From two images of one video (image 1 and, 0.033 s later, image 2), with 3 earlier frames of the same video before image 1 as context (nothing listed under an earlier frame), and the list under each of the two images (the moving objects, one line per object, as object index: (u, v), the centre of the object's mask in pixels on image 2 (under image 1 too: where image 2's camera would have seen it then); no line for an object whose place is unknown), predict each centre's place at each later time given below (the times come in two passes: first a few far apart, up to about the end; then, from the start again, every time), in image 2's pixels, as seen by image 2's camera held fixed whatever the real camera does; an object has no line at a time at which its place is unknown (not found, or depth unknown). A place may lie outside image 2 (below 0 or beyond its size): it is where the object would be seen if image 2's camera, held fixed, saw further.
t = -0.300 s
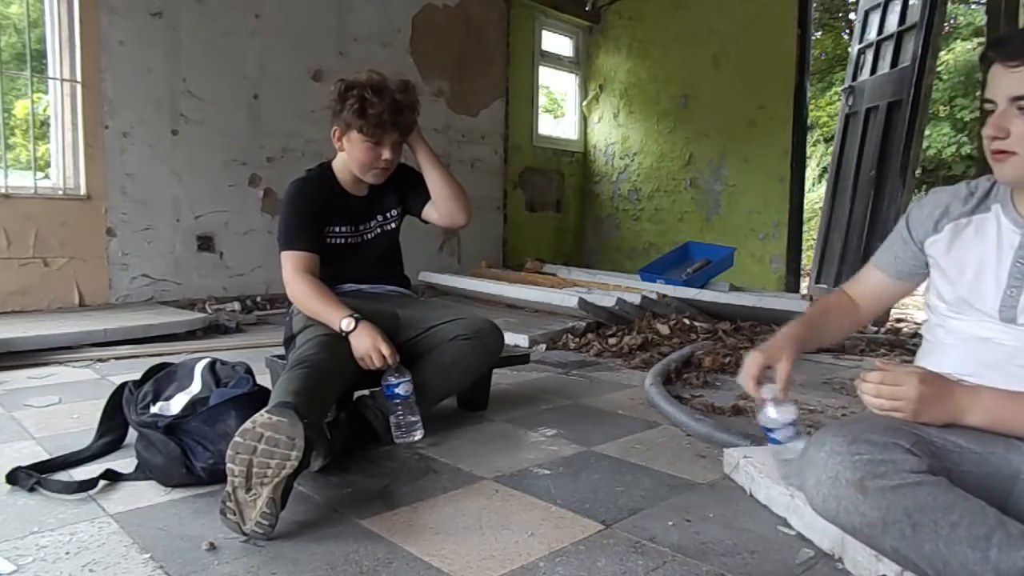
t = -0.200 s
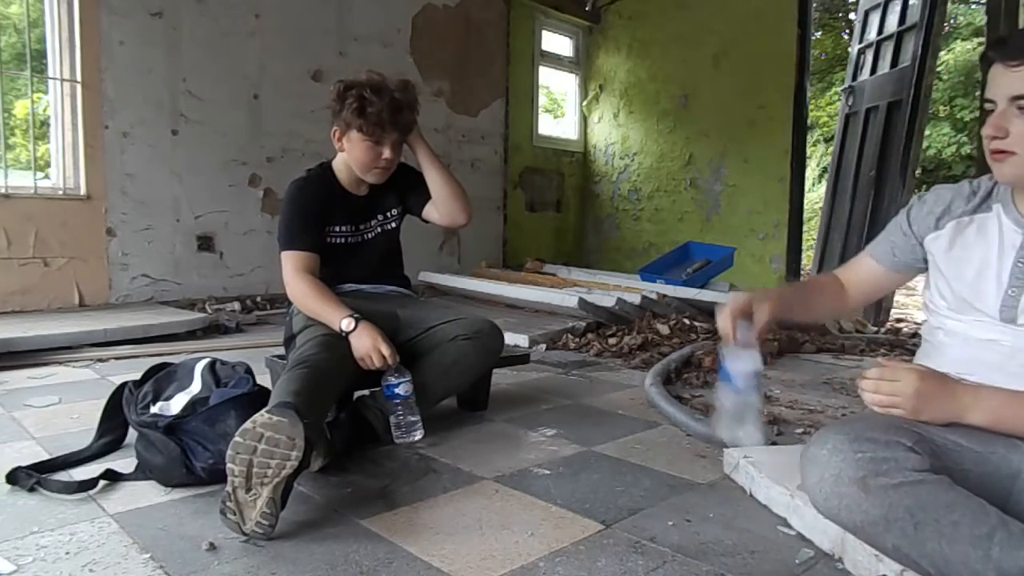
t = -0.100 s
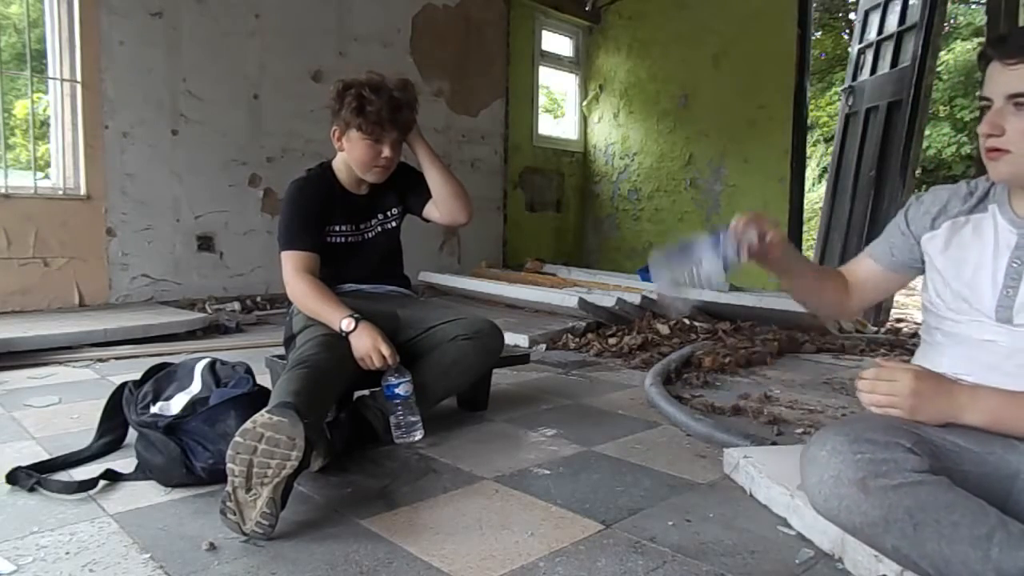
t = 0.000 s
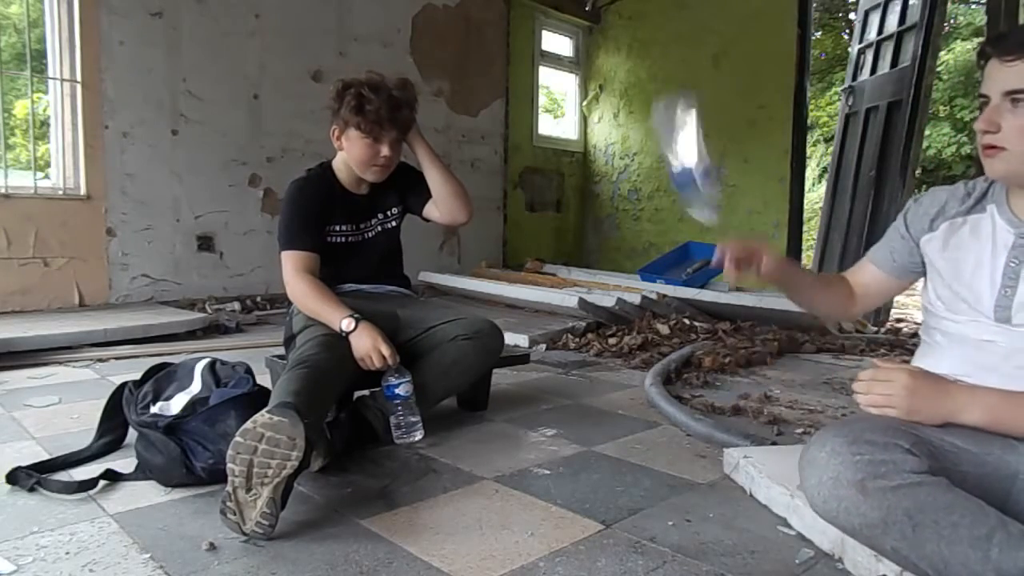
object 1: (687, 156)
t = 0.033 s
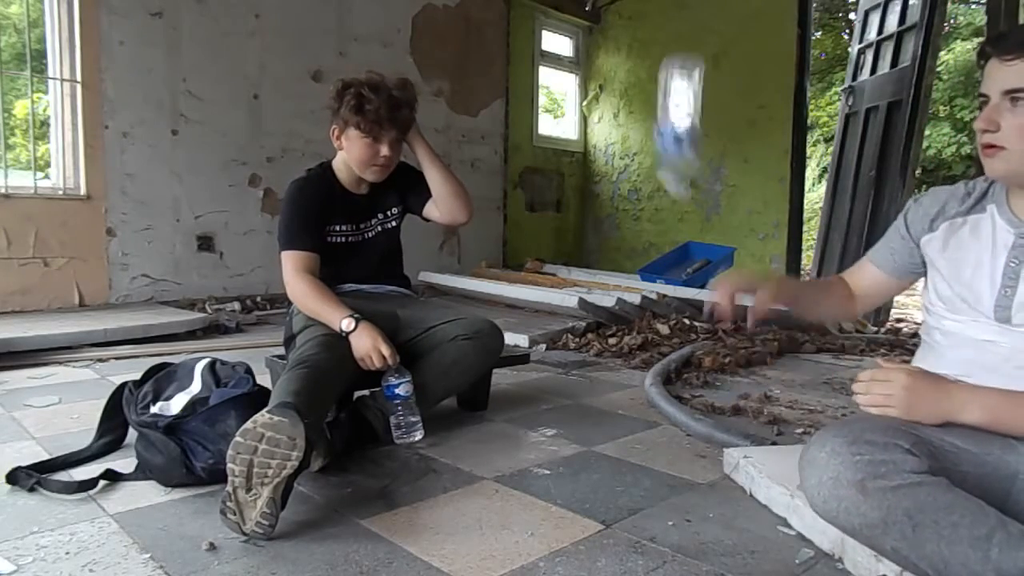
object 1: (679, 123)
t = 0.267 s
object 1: (666, 72)
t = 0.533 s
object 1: (643, 469)
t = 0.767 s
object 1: (595, 544)
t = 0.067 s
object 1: (675, 88)
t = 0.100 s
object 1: (672, 64)
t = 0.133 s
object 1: (671, 49)
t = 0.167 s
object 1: (670, 43)
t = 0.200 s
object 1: (669, 45)
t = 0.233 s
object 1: (668, 55)
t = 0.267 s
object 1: (666, 72)
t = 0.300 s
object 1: (664, 97)
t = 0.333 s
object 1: (661, 129)
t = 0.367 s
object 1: (657, 169)
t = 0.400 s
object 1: (655, 217)
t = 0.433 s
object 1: (652, 267)
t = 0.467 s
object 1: (652, 334)
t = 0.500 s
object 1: (646, 396)
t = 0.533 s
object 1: (643, 469)
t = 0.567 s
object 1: (624, 507)
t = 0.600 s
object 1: (615, 533)
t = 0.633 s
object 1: (613, 532)
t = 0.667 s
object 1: (606, 533)
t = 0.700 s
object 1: (600, 536)
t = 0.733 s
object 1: (597, 542)
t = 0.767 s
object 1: (595, 544)
